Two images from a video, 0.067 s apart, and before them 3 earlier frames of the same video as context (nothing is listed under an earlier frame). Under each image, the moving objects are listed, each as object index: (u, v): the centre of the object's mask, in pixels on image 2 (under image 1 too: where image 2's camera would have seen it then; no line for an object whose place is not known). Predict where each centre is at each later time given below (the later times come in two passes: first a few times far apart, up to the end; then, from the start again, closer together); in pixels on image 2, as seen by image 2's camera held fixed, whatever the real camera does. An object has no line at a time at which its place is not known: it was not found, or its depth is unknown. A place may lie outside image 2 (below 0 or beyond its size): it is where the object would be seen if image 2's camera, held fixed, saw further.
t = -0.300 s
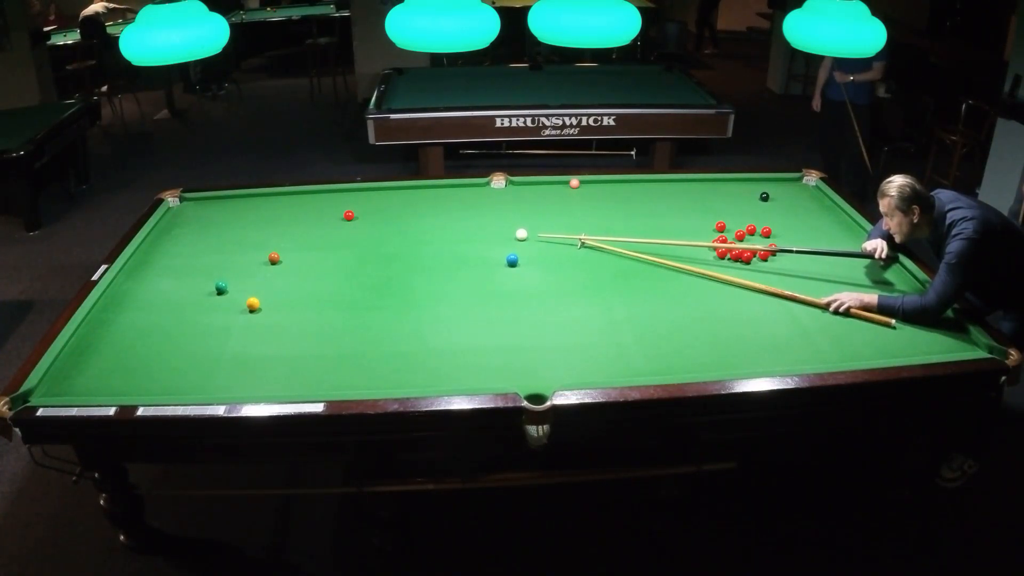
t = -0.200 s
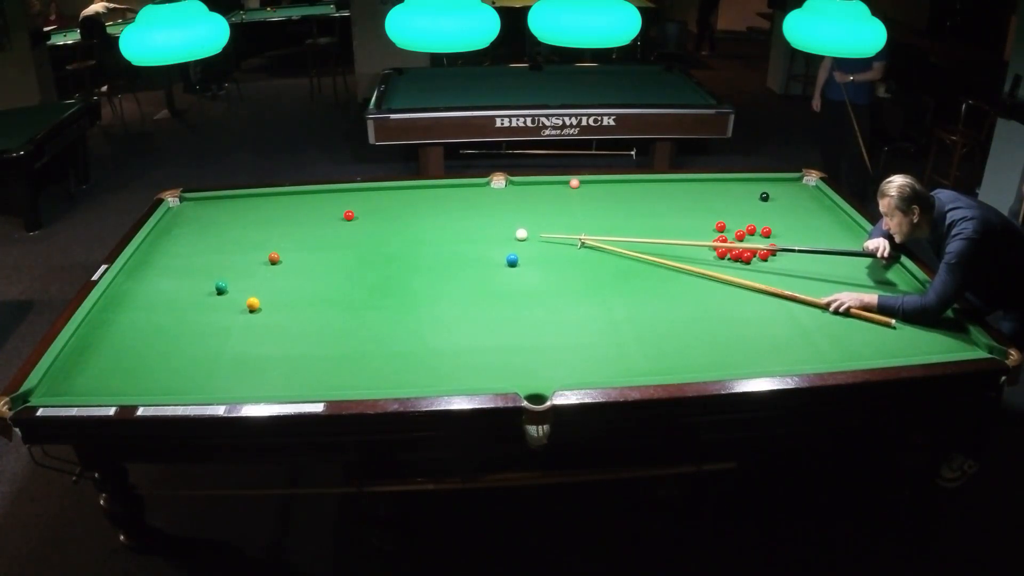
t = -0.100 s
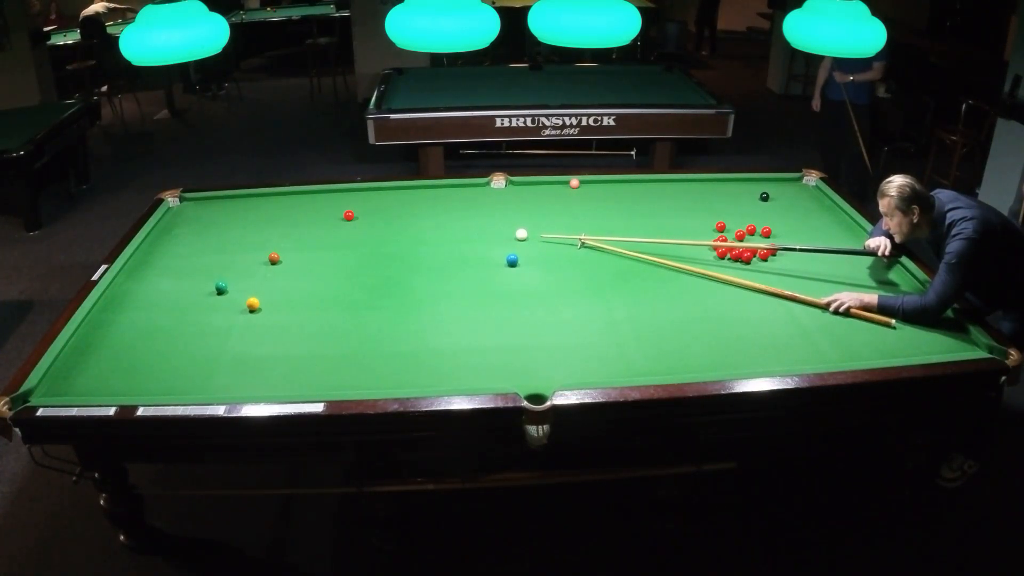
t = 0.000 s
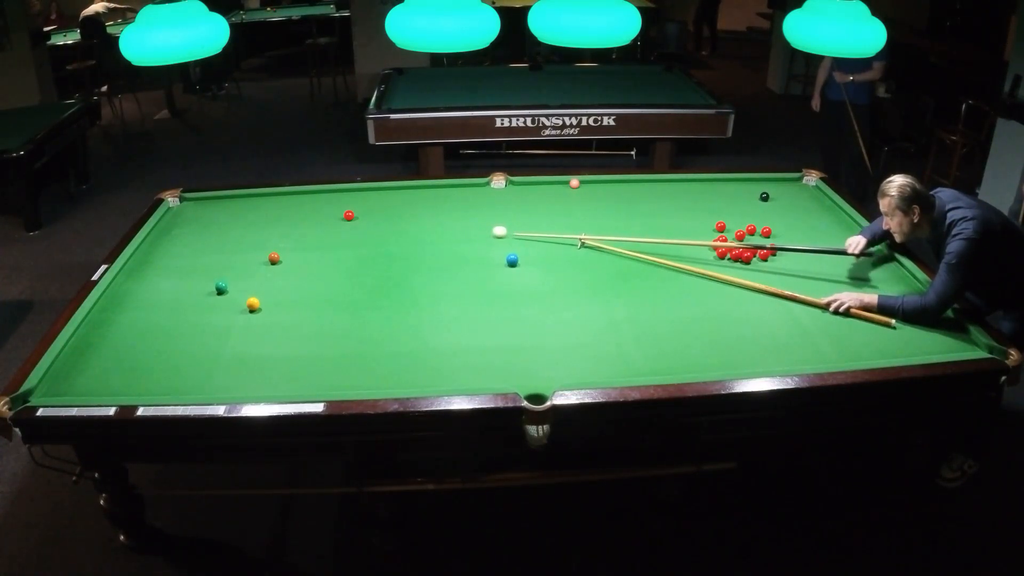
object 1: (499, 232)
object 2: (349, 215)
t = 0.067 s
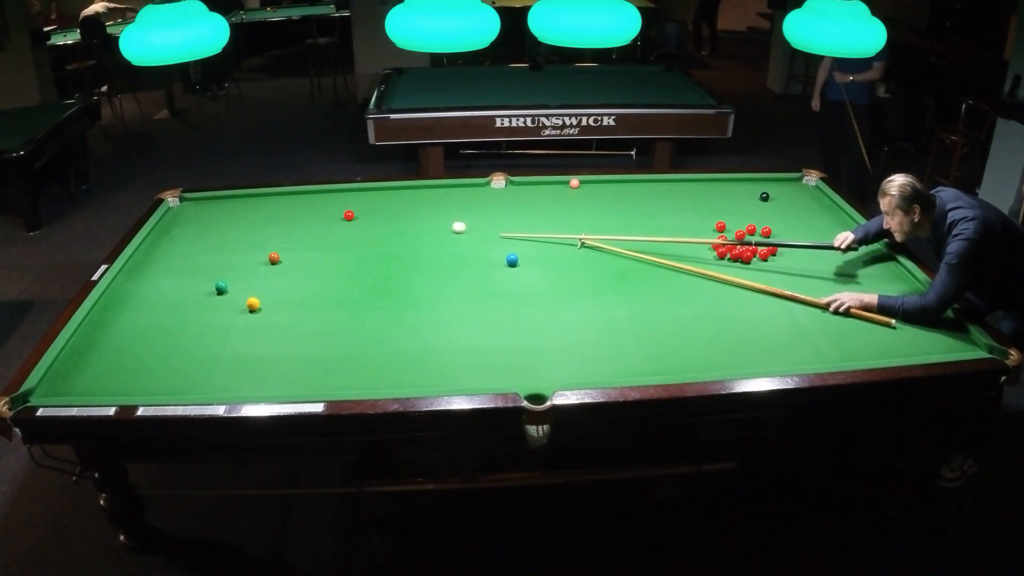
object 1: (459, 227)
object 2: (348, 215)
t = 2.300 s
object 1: (285, 209)
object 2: (206, 232)
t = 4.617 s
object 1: (354, 202)
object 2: (170, 259)
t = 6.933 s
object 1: (355, 201)
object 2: (170, 259)
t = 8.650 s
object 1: (356, 201)
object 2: (170, 259)
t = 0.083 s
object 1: (449, 226)
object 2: (349, 215)
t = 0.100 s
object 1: (440, 225)
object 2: (349, 215)
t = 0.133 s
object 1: (422, 223)
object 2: (349, 215)
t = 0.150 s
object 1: (413, 222)
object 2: (349, 215)
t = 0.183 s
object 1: (397, 221)
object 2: (349, 215)
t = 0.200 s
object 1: (390, 220)
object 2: (349, 215)
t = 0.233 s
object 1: (375, 218)
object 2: (349, 215)
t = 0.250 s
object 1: (368, 218)
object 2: (348, 215)
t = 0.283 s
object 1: (358, 217)
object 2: (345, 215)
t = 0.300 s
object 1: (357, 217)
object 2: (339, 214)
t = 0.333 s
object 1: (356, 217)
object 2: (328, 212)
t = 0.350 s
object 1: (355, 217)
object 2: (323, 212)
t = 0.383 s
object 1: (353, 217)
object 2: (313, 210)
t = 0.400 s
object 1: (351, 217)
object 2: (309, 210)
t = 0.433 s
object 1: (348, 217)
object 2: (300, 209)
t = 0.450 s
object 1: (346, 217)
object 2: (296, 208)
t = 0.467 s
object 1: (344, 217)
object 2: (292, 208)
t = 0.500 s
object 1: (341, 217)
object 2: (285, 207)
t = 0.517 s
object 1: (339, 217)
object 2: (281, 206)
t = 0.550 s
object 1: (335, 217)
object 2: (274, 205)
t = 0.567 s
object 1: (334, 217)
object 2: (270, 205)
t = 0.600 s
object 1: (330, 217)
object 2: (263, 204)
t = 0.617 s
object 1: (328, 216)
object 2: (259, 203)
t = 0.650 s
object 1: (325, 216)
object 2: (252, 202)
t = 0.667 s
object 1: (323, 216)
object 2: (249, 202)
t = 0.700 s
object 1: (320, 216)
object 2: (242, 201)
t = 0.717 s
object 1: (318, 216)
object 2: (238, 201)
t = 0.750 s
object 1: (314, 216)
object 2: (231, 200)
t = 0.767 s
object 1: (313, 216)
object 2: (228, 200)
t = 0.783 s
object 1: (311, 216)
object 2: (225, 199)
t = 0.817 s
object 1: (308, 216)
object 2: (218, 198)
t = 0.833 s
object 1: (306, 216)
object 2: (215, 198)
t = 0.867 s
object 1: (303, 216)
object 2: (209, 199)
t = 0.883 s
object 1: (301, 216)
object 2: (206, 200)
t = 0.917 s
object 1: (298, 215)
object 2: (200, 201)
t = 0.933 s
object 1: (296, 215)
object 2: (197, 201)
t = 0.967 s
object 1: (293, 215)
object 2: (191, 202)
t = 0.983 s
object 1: (292, 215)
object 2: (188, 203)
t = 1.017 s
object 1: (289, 215)
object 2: (182, 204)
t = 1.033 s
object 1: (287, 215)
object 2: (179, 204)
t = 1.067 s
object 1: (284, 215)
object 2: (173, 205)
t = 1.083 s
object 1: (282, 215)
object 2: (174, 206)
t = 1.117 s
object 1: (279, 215)
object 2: (178, 206)
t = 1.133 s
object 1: (278, 215)
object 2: (180, 207)
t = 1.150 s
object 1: (276, 215)
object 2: (182, 207)
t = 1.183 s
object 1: (273, 215)
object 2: (185, 207)
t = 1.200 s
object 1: (272, 215)
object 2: (187, 208)
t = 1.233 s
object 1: (269, 215)
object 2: (191, 209)
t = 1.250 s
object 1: (268, 215)
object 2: (193, 209)
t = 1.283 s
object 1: (265, 215)
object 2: (197, 209)
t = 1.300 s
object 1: (263, 214)
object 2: (198, 210)
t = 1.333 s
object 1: (261, 215)
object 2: (202, 210)
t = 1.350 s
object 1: (259, 215)
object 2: (204, 211)
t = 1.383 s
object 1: (256, 215)
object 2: (208, 211)
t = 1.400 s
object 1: (255, 214)
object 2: (210, 211)
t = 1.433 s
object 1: (252, 214)
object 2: (213, 212)
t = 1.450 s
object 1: (251, 214)
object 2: (215, 212)
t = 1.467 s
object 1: (250, 214)
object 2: (217, 213)
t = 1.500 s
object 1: (247, 214)
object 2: (221, 213)
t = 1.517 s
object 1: (245, 214)
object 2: (223, 213)
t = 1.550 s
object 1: (243, 214)
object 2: (227, 214)
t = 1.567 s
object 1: (242, 214)
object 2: (229, 214)
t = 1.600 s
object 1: (242, 214)
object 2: (229, 215)
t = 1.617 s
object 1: (244, 214)
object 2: (228, 215)
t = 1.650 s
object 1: (247, 213)
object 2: (226, 216)
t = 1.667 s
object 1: (248, 213)
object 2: (225, 217)
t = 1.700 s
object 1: (250, 213)
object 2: (224, 218)
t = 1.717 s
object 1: (251, 213)
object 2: (224, 218)
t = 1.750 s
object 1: (253, 212)
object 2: (223, 219)
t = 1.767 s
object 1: (254, 212)
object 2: (222, 219)
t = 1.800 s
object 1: (257, 212)
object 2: (221, 220)
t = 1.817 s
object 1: (258, 212)
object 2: (220, 221)
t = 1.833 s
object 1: (259, 212)
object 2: (220, 221)
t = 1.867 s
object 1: (261, 212)
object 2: (219, 222)
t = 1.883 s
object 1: (262, 212)
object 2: (218, 222)
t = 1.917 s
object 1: (264, 211)
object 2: (217, 223)
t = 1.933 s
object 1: (264, 211)
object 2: (217, 223)
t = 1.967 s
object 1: (266, 211)
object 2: (216, 224)
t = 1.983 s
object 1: (267, 211)
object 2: (215, 225)
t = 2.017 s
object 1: (269, 210)
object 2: (214, 225)
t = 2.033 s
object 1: (270, 210)
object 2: (214, 226)
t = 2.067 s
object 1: (272, 210)
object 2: (212, 227)
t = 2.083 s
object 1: (273, 210)
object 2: (212, 227)
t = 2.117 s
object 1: (275, 210)
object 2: (211, 228)
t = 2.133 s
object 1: (276, 210)
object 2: (211, 228)
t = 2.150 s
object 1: (277, 210)
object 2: (210, 229)
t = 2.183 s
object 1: (279, 209)
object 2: (209, 229)
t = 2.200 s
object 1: (279, 209)
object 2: (208, 230)
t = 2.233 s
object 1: (281, 209)
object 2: (208, 230)
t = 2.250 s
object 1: (282, 209)
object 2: (207, 231)
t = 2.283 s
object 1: (284, 209)
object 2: (206, 232)
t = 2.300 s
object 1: (285, 209)
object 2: (206, 232)
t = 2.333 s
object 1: (286, 209)
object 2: (205, 233)
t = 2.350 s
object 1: (287, 209)
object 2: (204, 233)
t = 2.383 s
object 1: (289, 208)
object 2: (203, 234)
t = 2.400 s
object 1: (290, 208)
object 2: (203, 234)
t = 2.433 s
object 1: (291, 208)
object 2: (202, 235)
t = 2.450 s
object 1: (292, 208)
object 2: (201, 235)
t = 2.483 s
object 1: (294, 208)
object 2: (200, 236)
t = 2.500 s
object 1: (295, 208)
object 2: (200, 236)
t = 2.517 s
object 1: (295, 208)
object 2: (199, 236)
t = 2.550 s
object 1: (297, 207)
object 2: (199, 237)
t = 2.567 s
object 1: (298, 207)
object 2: (198, 237)
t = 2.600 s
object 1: (299, 207)
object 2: (197, 238)
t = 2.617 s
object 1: (300, 207)
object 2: (197, 238)
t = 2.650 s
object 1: (301, 207)
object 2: (196, 239)
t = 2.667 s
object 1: (302, 207)
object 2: (195, 239)
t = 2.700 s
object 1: (304, 207)
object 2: (195, 240)
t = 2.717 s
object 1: (304, 207)
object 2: (194, 240)
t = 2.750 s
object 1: (306, 206)
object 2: (194, 241)
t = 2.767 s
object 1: (307, 206)
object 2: (193, 241)
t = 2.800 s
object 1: (308, 206)
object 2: (192, 242)
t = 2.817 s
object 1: (309, 206)
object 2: (192, 242)
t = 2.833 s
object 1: (309, 206)
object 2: (191, 242)
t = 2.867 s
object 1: (311, 206)
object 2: (191, 243)
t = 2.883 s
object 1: (311, 206)
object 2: (190, 243)
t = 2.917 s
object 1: (313, 206)
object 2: (189, 244)
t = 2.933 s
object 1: (314, 206)
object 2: (189, 244)
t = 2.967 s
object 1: (315, 206)
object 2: (188, 245)
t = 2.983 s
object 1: (315, 205)
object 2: (188, 245)
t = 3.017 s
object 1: (317, 205)
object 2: (187, 246)
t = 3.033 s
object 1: (317, 205)
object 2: (187, 246)
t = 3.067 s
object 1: (319, 205)
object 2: (186, 246)
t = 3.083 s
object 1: (319, 205)
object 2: (186, 247)
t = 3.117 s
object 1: (321, 205)
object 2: (185, 247)
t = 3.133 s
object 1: (321, 205)
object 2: (185, 247)
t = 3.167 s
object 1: (322, 205)
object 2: (184, 248)
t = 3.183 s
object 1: (323, 205)
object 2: (184, 248)
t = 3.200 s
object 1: (323, 205)
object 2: (184, 248)
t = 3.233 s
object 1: (324, 205)
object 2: (183, 249)
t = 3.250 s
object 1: (325, 204)
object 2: (183, 249)
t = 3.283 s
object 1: (326, 204)
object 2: (182, 249)
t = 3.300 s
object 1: (327, 204)
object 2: (182, 250)
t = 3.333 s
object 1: (328, 204)
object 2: (182, 250)
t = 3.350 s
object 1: (328, 204)
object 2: (181, 250)
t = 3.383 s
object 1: (329, 204)
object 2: (181, 251)
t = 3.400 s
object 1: (330, 204)
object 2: (181, 251)
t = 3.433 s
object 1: (331, 204)
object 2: (180, 252)
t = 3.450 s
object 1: (331, 204)
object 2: (180, 252)
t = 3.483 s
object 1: (332, 204)
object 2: (179, 252)
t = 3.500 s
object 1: (333, 204)
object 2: (179, 252)
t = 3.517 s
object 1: (333, 203)
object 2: (179, 253)
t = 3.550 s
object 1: (334, 204)
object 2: (178, 253)
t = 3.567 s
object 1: (335, 203)
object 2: (178, 253)
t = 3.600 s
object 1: (335, 203)
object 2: (178, 254)
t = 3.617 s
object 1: (336, 203)
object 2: (177, 254)
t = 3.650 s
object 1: (337, 203)
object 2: (177, 254)
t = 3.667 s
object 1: (337, 203)
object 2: (177, 254)
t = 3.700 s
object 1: (338, 203)
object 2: (176, 255)
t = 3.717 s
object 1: (339, 203)
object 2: (176, 255)
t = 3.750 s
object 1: (339, 203)
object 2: (176, 255)
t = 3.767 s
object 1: (340, 203)
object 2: (175, 255)
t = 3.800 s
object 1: (341, 203)
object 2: (175, 255)
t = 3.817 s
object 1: (341, 203)
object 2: (175, 256)
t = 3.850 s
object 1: (342, 203)
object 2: (174, 256)
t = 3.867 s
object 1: (342, 203)
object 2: (174, 256)
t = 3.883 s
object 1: (343, 203)
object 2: (174, 256)
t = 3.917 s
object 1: (343, 203)
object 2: (174, 256)
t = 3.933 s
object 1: (343, 203)
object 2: (174, 256)
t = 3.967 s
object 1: (344, 203)
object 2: (173, 257)
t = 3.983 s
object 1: (345, 202)
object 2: (173, 257)
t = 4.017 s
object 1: (345, 202)
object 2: (173, 257)
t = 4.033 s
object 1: (346, 202)
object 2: (173, 257)
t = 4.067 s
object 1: (346, 202)
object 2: (172, 257)
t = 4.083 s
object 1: (347, 202)
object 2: (172, 257)
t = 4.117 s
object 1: (347, 202)
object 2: (172, 258)
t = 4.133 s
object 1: (347, 202)
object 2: (172, 258)
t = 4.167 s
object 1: (348, 202)
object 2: (172, 258)
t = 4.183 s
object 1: (348, 202)
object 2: (171, 258)
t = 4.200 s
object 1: (349, 202)
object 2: (171, 258)
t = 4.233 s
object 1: (349, 202)
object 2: (171, 258)
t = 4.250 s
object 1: (349, 202)
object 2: (171, 258)
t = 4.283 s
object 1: (350, 202)
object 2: (171, 258)
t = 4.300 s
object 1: (350, 202)
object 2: (171, 258)
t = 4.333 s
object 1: (350, 202)
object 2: (171, 258)
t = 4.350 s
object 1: (351, 202)
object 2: (171, 259)
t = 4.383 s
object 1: (351, 202)
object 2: (170, 259)
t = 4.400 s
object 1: (351, 202)
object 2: (170, 259)
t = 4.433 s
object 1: (352, 202)
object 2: (170, 259)
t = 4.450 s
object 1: (352, 202)
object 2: (170, 259)
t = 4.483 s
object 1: (352, 202)
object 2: (170, 259)
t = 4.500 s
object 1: (353, 202)
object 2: (170, 259)
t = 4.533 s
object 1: (353, 202)
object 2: (170, 259)
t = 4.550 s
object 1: (353, 202)
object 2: (170, 259)
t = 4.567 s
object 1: (353, 202)
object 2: (170, 259)
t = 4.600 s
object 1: (354, 202)
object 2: (170, 259)
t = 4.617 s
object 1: (354, 202)
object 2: (170, 259)
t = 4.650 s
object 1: (354, 202)
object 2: (170, 259)
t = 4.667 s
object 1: (354, 202)
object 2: (170, 259)
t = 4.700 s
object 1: (354, 202)
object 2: (170, 259)
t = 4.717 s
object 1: (354, 201)
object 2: (170, 259)
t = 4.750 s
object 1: (355, 201)
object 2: (170, 259)
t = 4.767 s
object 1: (355, 202)
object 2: (170, 259)
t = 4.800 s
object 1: (355, 201)
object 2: (170, 259)
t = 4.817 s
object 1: (355, 201)
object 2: (170, 259)
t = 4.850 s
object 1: (355, 201)
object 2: (170, 259)
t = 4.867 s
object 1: (355, 201)
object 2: (170, 259)
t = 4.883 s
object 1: (355, 201)
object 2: (170, 259)
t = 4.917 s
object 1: (355, 201)
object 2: (170, 259)
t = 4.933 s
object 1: (355, 201)
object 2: (170, 259)
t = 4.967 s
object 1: (355, 201)
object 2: (170, 259)
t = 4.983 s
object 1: (355, 201)
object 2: (170, 259)
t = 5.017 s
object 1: (355, 201)
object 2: (170, 259)
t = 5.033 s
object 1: (355, 201)
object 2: (170, 259)
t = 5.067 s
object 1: (356, 201)
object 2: (170, 259)
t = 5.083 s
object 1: (356, 201)
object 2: (170, 259)
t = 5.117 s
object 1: (356, 201)
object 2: (170, 259)
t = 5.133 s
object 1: (355, 201)
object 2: (170, 259)
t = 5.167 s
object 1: (356, 201)
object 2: (170, 259)
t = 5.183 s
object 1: (356, 201)
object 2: (170, 259)
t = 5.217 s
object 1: (355, 201)
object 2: (170, 259)
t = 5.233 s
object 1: (355, 201)
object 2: (170, 259)
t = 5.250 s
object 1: (355, 201)
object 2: (170, 259)
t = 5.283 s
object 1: (355, 201)
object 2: (170, 259)
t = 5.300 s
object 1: (355, 201)
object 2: (170, 259)
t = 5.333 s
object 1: (355, 201)
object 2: (170, 259)
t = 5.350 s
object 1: (355, 201)
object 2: (170, 259)
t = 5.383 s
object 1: (355, 201)
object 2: (170, 259)
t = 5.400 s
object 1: (355, 201)
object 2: (170, 259)
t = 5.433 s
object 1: (355, 201)
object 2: (170, 259)
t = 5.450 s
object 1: (355, 201)
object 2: (170, 259)
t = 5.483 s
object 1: (355, 201)
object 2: (170, 259)
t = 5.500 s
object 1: (355, 201)
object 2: (170, 259)
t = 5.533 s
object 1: (355, 201)
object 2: (170, 259)
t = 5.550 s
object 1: (355, 201)
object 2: (170, 259)
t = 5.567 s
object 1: (355, 201)
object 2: (170, 259)
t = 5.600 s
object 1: (355, 201)
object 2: (170, 259)
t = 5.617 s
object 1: (355, 201)
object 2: (170, 259)
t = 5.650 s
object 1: (355, 201)
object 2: (170, 259)
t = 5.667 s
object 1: (355, 201)
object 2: (170, 259)
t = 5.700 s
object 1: (355, 201)
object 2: (170, 259)
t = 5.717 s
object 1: (355, 201)
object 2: (170, 259)
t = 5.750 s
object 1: (355, 201)
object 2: (170, 259)
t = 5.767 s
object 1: (355, 201)
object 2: (170, 259)
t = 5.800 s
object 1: (355, 201)
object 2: (170, 259)
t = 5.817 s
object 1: (355, 201)
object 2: (170, 259)
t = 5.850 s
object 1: (355, 201)
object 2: (170, 259)
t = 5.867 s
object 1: (355, 201)
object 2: (170, 259)
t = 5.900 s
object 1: (355, 201)
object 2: (170, 259)
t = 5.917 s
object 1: (355, 201)
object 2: (170, 259)
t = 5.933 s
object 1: (355, 201)
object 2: (170, 259)
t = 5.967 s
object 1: (355, 201)
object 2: (170, 259)
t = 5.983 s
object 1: (355, 201)
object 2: (170, 259)
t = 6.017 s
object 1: (355, 201)
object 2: (170, 259)
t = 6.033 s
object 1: (355, 201)
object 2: (170, 259)
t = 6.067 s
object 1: (355, 201)
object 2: (170, 259)
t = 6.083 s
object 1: (355, 201)
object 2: (170, 259)
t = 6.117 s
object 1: (355, 201)
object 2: (170, 259)
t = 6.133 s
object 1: (355, 201)
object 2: (170, 259)
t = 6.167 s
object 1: (355, 201)
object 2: (170, 259)
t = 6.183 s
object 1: (355, 201)
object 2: (170, 259)
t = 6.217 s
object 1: (355, 201)
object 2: (170, 259)
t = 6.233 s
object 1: (355, 201)
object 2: (170, 259)
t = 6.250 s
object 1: (355, 201)
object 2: (170, 259)
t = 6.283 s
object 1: (355, 201)
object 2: (170, 259)
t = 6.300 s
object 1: (355, 201)
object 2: (170, 259)
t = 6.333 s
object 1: (355, 201)
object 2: (170, 259)
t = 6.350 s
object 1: (355, 201)
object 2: (170, 259)
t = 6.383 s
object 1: (355, 201)
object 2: (170, 259)
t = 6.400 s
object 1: (355, 201)
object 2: (170, 259)
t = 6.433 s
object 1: (355, 201)
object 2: (170, 259)
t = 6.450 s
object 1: (355, 201)
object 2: (170, 259)
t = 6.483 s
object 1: (355, 201)
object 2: (170, 259)
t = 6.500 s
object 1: (355, 201)
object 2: (170, 259)
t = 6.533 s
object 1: (355, 201)
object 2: (170, 259)
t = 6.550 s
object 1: (355, 201)
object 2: (170, 259)
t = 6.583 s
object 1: (355, 201)
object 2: (170, 259)
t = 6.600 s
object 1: (355, 201)
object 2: (170, 259)
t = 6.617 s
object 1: (355, 201)
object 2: (170, 259)
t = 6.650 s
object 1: (355, 201)
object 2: (170, 259)
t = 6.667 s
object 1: (355, 201)
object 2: (170, 259)
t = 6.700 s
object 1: (355, 201)
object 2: (170, 259)
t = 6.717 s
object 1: (355, 201)
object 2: (170, 259)
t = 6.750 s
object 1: (355, 201)
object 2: (170, 259)
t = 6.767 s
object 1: (355, 201)
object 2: (170, 259)
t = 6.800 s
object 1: (355, 201)
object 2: (170, 259)
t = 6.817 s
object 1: (355, 201)
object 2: (170, 259)
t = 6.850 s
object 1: (355, 201)
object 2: (170, 259)
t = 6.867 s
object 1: (355, 201)
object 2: (170, 259)
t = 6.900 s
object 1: (355, 201)
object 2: (170, 259)
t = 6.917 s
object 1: (355, 201)
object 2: (170, 259)
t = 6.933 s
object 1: (355, 201)
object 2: (170, 259)
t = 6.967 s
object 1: (355, 201)
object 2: (170, 259)
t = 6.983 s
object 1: (355, 201)
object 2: (170, 259)
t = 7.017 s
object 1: (355, 201)
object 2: (170, 259)
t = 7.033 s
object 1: (355, 201)
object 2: (170, 259)
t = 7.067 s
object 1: (355, 201)
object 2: (170, 259)
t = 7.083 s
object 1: (355, 201)
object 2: (170, 259)
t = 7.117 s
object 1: (355, 201)
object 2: (170, 259)
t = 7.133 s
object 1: (355, 201)
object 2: (170, 259)
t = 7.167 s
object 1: (355, 201)
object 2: (170, 259)
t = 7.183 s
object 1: (355, 201)
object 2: (170, 259)
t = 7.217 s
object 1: (355, 201)
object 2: (170, 259)
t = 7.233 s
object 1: (355, 201)
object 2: (170, 259)
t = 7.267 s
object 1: (355, 201)
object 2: (170, 259)
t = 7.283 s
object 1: (355, 201)
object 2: (170, 259)
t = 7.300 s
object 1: (355, 201)
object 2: (170, 259)
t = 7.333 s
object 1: (355, 201)
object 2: (170, 259)
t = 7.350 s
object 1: (355, 201)
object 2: (170, 259)
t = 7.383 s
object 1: (355, 201)
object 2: (170, 259)
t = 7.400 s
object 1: (355, 201)
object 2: (170, 259)
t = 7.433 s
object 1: (355, 201)
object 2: (170, 259)
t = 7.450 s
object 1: (355, 201)
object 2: (170, 259)
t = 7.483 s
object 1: (355, 201)
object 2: (170, 259)
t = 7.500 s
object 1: (355, 201)
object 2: (170, 259)
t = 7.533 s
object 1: (355, 201)
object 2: (170, 259)
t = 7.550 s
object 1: (355, 201)
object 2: (170, 259)
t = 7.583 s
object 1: (355, 201)
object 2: (170, 259)
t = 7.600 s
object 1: (355, 201)
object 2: (170, 259)
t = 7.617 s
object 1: (355, 201)
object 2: (170, 259)
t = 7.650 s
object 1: (355, 201)
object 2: (170, 259)
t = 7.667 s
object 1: (355, 201)
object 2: (170, 259)
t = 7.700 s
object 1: (355, 201)
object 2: (170, 259)
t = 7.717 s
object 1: (355, 201)
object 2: (170, 259)
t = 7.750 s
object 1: (355, 201)
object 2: (170, 259)
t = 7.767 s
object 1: (355, 201)
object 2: (170, 259)
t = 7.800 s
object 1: (355, 201)
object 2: (170, 259)
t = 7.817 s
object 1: (355, 201)
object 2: (170, 259)
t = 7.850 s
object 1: (355, 201)
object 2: (170, 259)
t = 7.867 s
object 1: (355, 201)
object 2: (170, 259)
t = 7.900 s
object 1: (355, 201)
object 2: (170, 259)
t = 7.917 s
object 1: (356, 201)
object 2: (170, 259)
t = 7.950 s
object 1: (355, 201)
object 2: (170, 259)
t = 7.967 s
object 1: (356, 201)
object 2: (170, 259)
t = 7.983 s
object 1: (355, 201)
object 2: (170, 259)
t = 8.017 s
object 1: (355, 201)
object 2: (170, 259)
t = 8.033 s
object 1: (355, 201)
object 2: (170, 259)
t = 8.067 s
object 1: (355, 201)
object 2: (170, 259)
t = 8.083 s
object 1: (355, 201)
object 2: (170, 259)
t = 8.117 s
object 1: (355, 201)
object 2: (170, 259)
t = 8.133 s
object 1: (356, 201)
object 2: (170, 259)
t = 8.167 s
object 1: (355, 201)
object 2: (170, 259)
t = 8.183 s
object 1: (355, 201)
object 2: (170, 259)
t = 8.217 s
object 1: (355, 201)
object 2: (170, 259)
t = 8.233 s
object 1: (355, 201)
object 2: (170, 259)
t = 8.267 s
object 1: (355, 201)
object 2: (170, 259)
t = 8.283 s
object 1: (355, 201)
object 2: (170, 259)
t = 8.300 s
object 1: (356, 201)
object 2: (170, 259)
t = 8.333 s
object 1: (356, 201)
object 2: (170, 259)
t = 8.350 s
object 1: (355, 201)
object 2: (170, 259)
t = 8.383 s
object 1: (355, 201)
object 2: (170, 259)
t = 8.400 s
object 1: (355, 201)
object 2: (170, 259)
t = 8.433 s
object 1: (355, 201)
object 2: (170, 259)
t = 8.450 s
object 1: (355, 201)
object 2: (170, 259)
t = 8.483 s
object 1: (355, 201)
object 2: (170, 259)
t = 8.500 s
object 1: (355, 201)
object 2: (170, 259)
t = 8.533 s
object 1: (355, 201)
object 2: (170, 259)
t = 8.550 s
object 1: (355, 201)
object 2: (170, 259)
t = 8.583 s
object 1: (356, 201)
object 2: (170, 259)
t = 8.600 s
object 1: (355, 201)
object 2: (170, 259)
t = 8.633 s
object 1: (356, 201)
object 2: (170, 259)
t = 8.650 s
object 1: (356, 201)
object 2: (170, 259)
